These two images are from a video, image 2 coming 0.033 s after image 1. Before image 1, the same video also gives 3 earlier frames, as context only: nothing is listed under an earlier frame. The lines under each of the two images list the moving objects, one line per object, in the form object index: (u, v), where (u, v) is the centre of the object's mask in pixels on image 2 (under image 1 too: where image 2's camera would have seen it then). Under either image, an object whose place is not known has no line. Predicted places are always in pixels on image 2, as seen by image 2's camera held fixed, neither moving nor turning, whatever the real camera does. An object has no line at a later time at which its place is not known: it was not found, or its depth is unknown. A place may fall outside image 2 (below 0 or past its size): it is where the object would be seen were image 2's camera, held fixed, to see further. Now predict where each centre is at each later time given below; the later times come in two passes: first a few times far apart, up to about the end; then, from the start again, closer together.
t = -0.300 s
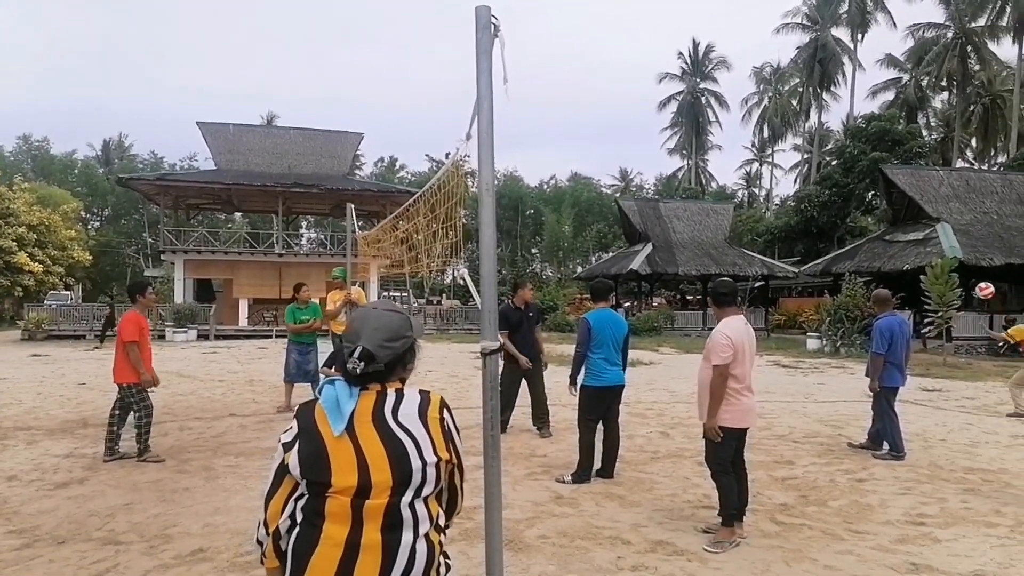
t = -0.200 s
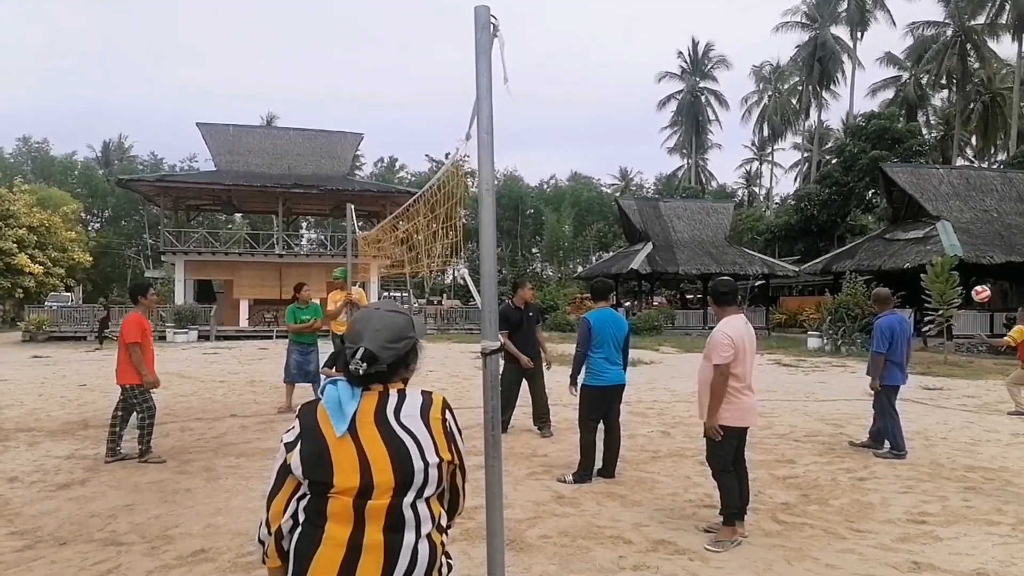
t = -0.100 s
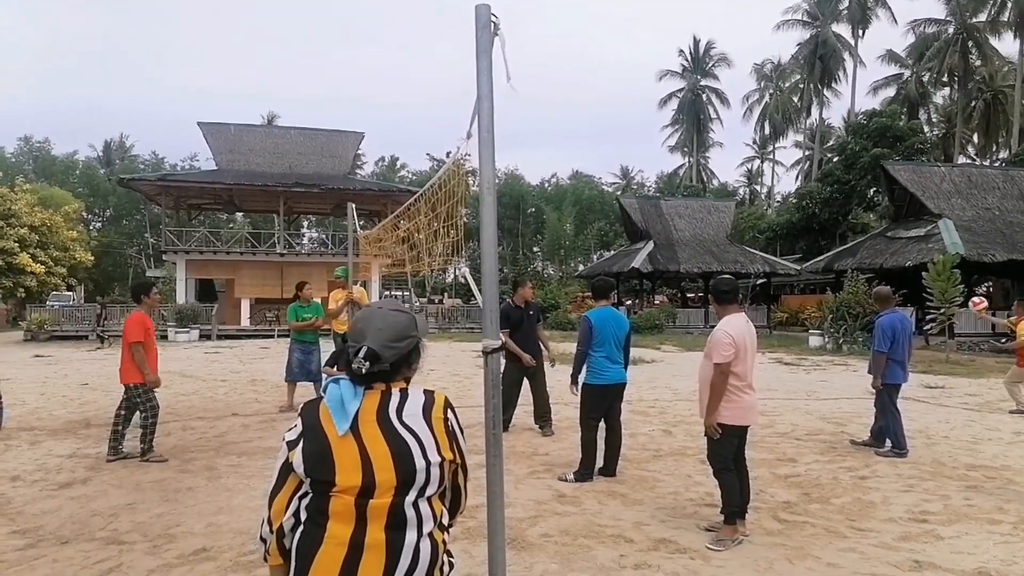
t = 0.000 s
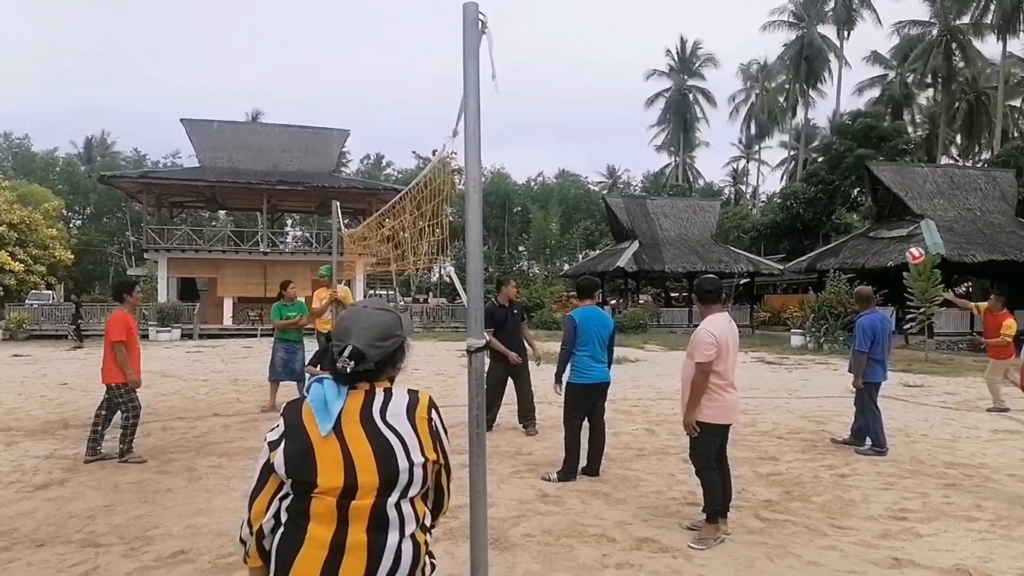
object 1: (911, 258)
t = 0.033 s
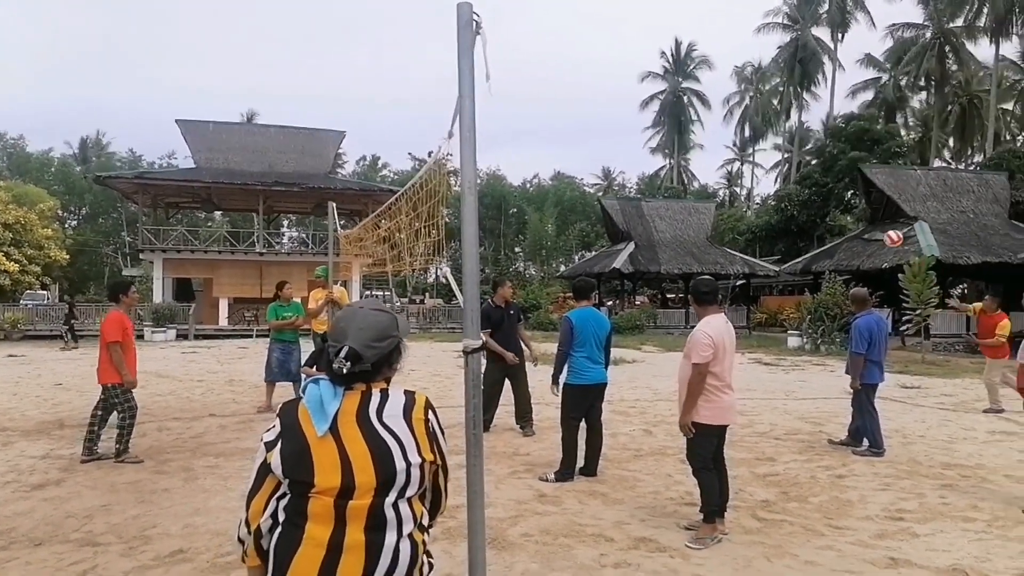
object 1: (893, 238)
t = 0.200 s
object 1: (806, 154)
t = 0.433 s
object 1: (665, 60)
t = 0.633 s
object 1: (525, 15)
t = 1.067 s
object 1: (138, 54)
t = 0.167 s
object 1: (824, 169)
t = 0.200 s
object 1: (806, 154)
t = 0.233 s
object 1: (788, 139)
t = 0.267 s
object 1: (769, 124)
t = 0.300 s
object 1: (750, 110)
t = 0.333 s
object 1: (729, 96)
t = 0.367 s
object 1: (707, 83)
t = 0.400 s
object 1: (688, 70)
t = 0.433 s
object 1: (665, 60)
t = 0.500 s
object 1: (620, 39)
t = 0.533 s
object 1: (597, 30)
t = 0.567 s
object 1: (572, 21)
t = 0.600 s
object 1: (549, 17)
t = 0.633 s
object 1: (525, 15)
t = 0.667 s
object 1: (497, 12)
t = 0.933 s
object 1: (269, 13)
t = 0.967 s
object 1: (239, 21)
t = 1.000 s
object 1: (205, 31)
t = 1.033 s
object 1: (172, 41)
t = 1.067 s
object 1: (138, 54)
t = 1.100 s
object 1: (101, 68)
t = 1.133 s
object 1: (63, 85)
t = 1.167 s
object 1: (23, 103)
